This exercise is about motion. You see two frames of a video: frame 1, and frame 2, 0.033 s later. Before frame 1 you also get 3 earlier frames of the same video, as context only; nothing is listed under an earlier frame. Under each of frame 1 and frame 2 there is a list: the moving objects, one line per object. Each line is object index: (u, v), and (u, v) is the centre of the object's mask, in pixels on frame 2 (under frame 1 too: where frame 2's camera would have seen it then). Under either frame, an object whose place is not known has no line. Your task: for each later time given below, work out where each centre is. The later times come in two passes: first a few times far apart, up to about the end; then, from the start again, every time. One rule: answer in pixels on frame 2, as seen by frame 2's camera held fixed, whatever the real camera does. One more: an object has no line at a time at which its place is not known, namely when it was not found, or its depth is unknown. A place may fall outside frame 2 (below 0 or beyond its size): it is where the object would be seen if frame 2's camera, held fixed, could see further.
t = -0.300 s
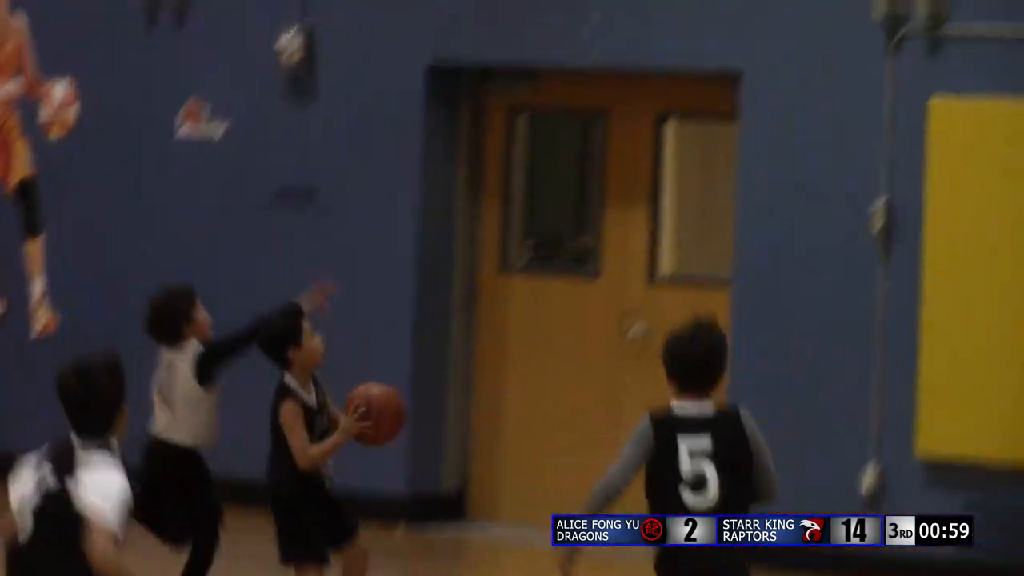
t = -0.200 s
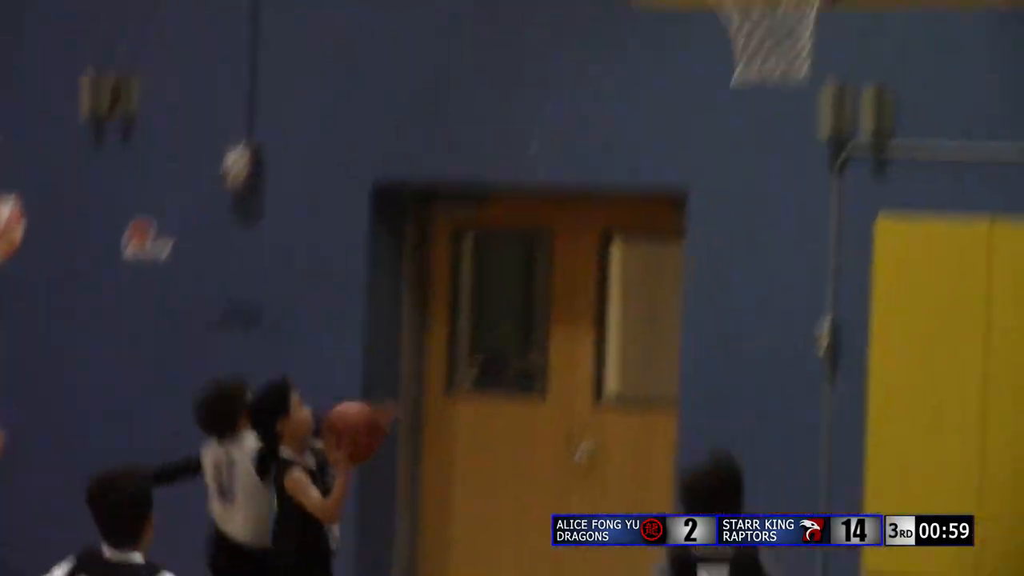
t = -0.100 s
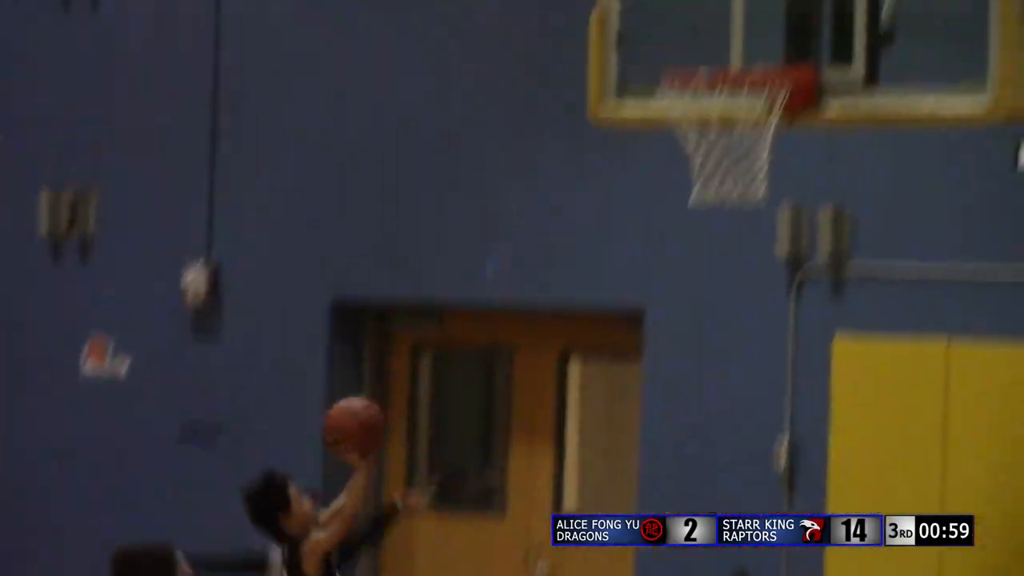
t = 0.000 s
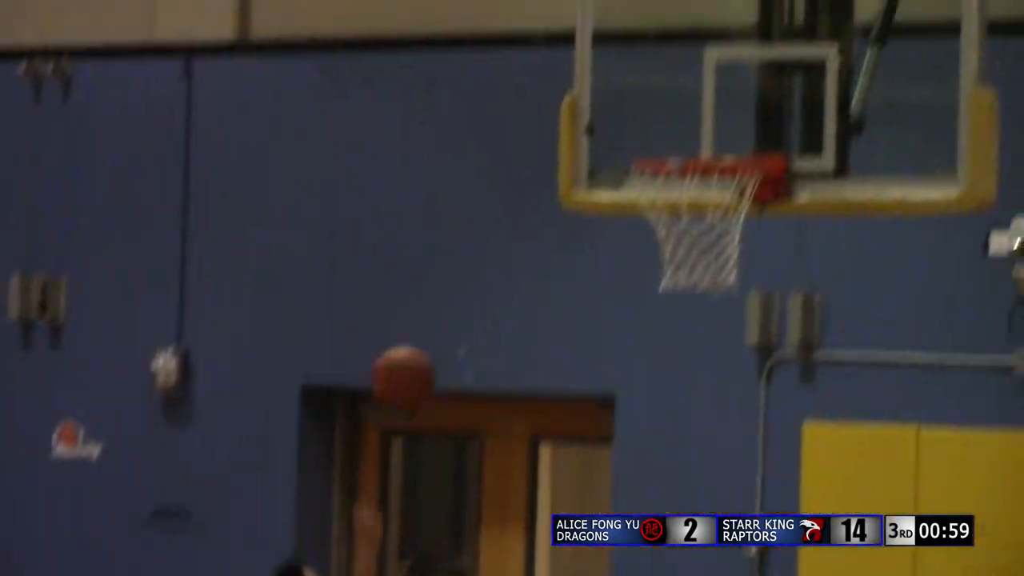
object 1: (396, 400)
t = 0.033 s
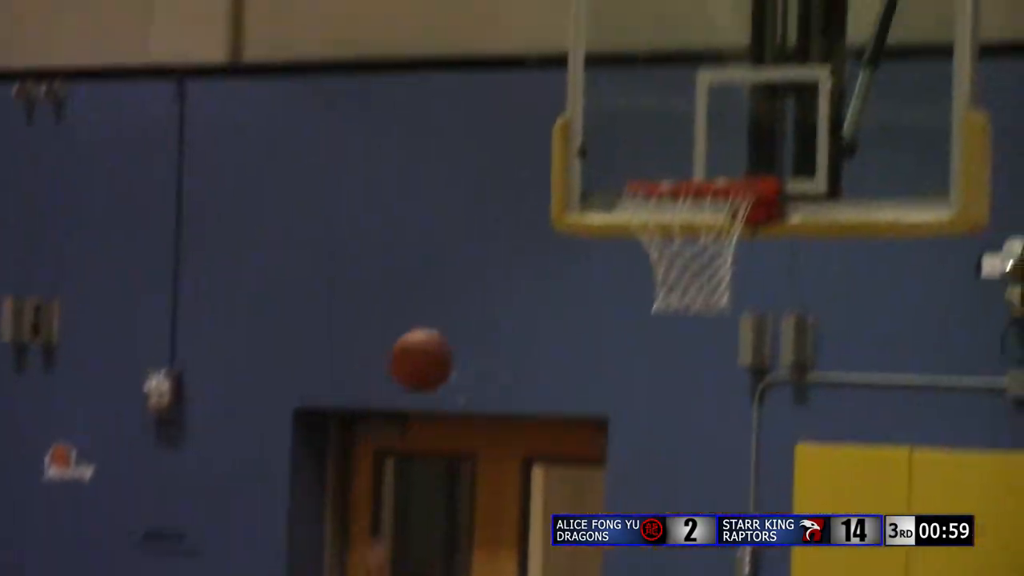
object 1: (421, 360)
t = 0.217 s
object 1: (555, 198)
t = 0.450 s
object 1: (635, 134)
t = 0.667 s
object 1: (588, 161)
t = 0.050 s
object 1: (434, 341)
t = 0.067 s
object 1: (446, 324)
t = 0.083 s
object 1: (459, 308)
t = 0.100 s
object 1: (471, 292)
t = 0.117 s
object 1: (484, 277)
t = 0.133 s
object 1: (496, 262)
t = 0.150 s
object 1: (508, 248)
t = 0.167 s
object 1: (521, 235)
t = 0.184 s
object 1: (532, 222)
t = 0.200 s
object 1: (543, 210)
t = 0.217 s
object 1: (555, 198)
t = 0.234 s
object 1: (568, 187)
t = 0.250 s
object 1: (581, 177)
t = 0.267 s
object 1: (593, 169)
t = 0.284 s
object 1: (605, 159)
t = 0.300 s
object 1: (617, 152)
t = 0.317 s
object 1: (628, 146)
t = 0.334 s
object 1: (640, 139)
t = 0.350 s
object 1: (645, 136)
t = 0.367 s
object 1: (644, 134)
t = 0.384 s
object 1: (642, 132)
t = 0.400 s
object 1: (640, 132)
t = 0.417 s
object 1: (639, 132)
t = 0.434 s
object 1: (637, 133)
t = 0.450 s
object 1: (635, 134)
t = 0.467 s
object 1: (633, 137)
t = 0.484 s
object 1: (630, 141)
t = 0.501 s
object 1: (629, 144)
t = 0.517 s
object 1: (627, 149)
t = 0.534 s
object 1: (625, 153)
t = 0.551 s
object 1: (619, 154)
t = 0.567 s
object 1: (615, 153)
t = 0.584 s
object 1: (611, 153)
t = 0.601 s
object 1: (607, 153)
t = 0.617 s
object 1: (603, 154)
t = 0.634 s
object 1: (598, 156)
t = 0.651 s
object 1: (593, 158)
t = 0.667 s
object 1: (588, 161)
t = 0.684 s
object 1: (583, 165)
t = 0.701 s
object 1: (579, 170)
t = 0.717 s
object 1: (575, 174)
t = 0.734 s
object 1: (570, 180)
